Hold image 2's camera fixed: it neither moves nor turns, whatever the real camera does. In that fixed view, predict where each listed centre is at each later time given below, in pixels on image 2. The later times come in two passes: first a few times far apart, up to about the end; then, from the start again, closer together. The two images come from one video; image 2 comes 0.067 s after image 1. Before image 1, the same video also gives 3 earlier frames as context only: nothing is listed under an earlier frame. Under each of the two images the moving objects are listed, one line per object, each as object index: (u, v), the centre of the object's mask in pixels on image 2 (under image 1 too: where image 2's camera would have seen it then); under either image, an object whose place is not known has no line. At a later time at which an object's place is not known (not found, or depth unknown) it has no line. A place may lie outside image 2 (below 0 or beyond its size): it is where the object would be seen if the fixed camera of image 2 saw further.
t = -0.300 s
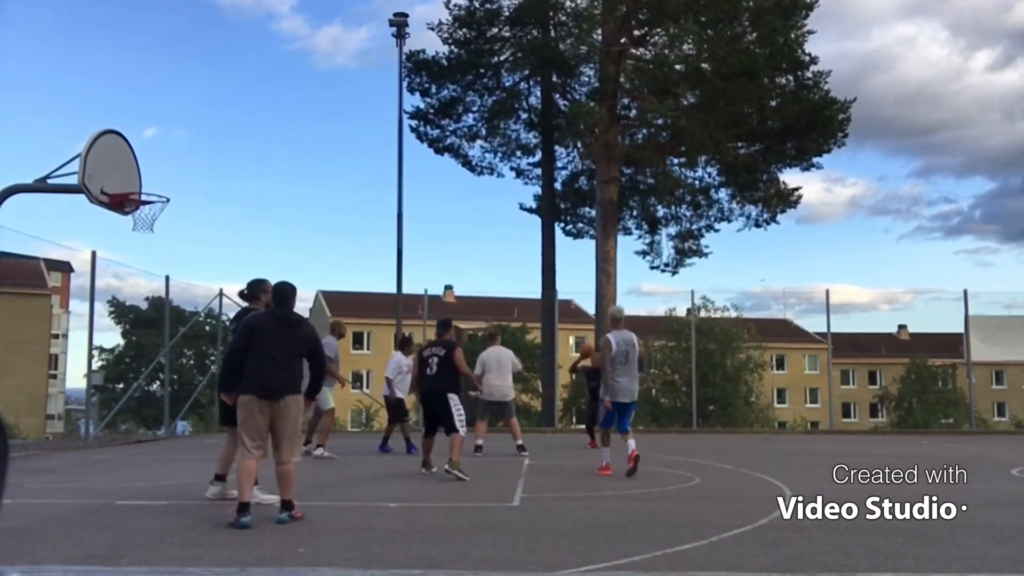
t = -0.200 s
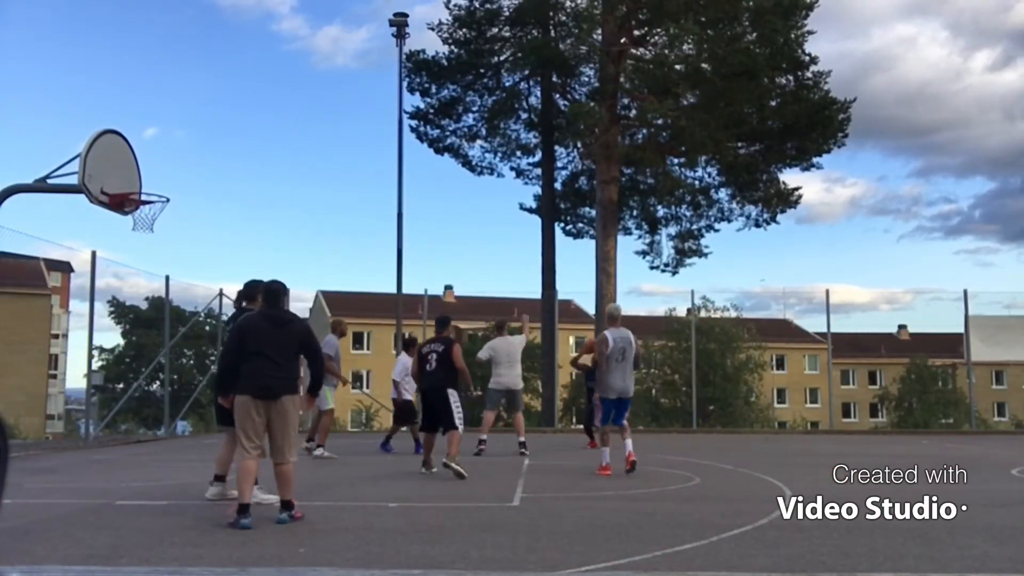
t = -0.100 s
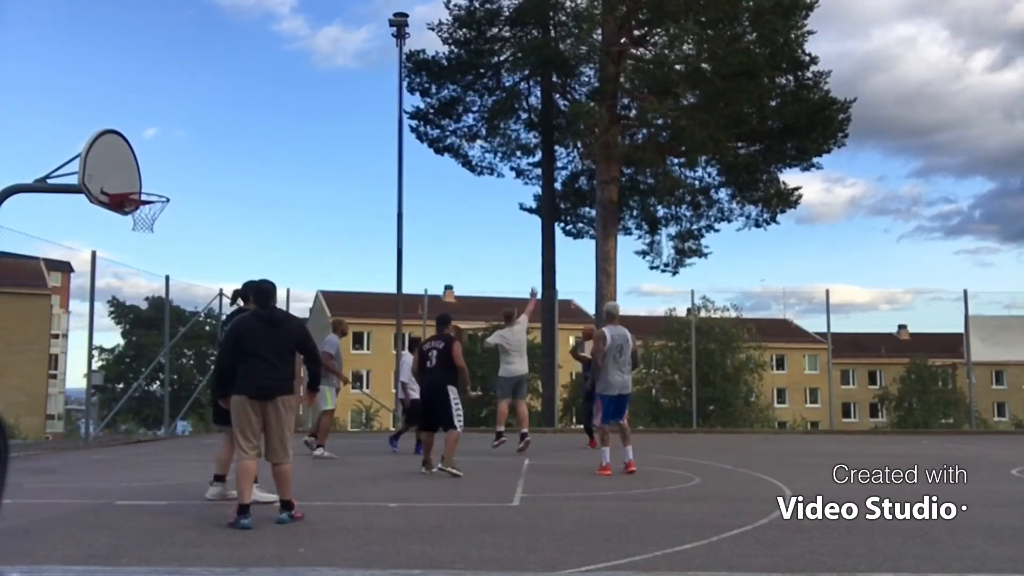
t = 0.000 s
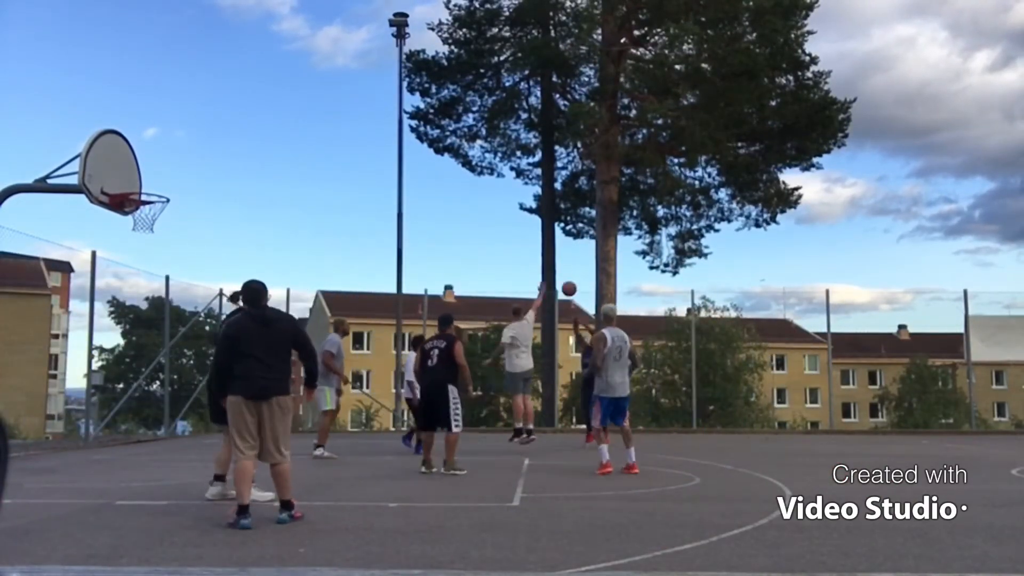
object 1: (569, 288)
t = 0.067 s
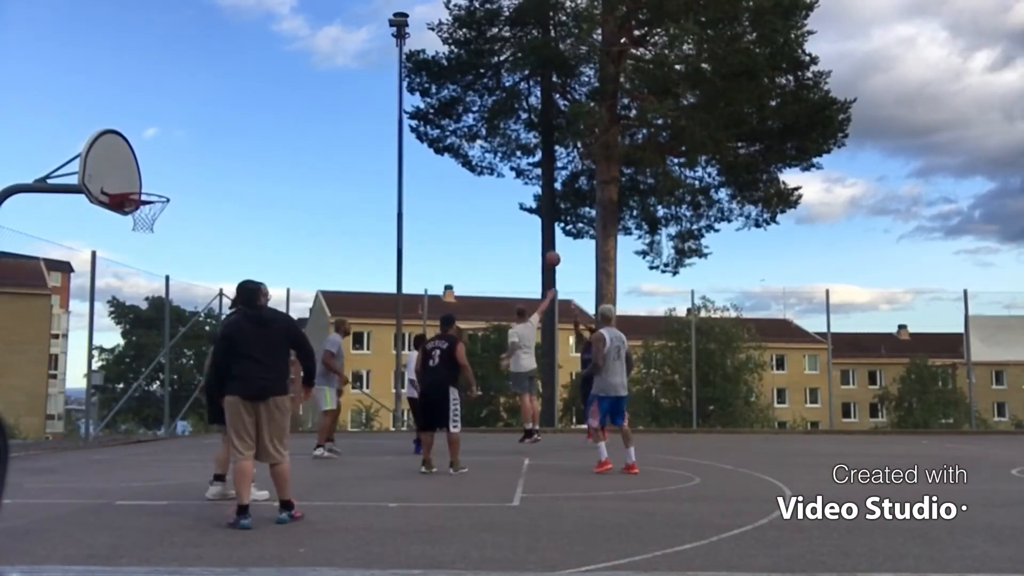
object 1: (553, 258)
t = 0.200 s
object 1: (518, 207)
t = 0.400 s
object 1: (464, 145)
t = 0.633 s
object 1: (394, 103)
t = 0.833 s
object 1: (327, 94)
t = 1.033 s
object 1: (253, 114)
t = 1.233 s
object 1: (168, 171)
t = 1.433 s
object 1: (129, 245)
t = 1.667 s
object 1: (128, 352)
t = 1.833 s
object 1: (122, 462)
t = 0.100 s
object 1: (545, 245)
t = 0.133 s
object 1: (536, 232)
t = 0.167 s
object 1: (527, 219)
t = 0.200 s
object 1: (518, 207)
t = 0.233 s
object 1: (510, 195)
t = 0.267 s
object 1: (501, 184)
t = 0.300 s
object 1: (492, 174)
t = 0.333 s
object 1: (483, 164)
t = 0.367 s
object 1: (473, 154)
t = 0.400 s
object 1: (464, 145)
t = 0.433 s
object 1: (454, 138)
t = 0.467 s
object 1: (445, 129)
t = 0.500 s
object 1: (435, 123)
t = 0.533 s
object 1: (425, 116)
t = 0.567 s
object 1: (415, 112)
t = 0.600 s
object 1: (405, 107)
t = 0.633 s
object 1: (394, 103)
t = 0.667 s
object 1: (383, 100)
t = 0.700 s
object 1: (373, 97)
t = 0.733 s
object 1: (362, 95)
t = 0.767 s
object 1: (351, 94)
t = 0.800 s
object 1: (339, 93)
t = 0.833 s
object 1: (327, 94)
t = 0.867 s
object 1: (315, 95)
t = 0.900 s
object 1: (303, 97)
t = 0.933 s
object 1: (291, 100)
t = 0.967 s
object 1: (279, 104)
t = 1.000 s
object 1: (266, 109)
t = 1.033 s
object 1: (253, 114)
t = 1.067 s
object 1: (239, 121)
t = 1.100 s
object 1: (226, 129)
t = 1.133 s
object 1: (212, 138)
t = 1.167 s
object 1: (198, 148)
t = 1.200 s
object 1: (183, 158)
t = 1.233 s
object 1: (168, 171)
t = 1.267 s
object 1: (152, 184)
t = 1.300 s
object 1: (137, 198)
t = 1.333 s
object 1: (130, 211)
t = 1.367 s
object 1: (129, 223)
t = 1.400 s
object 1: (129, 233)
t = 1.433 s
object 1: (129, 245)
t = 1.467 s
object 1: (129, 257)
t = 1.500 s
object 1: (129, 271)
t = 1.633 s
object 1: (128, 334)
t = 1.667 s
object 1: (128, 352)
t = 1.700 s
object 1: (128, 371)
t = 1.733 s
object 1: (126, 392)
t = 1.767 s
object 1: (126, 414)
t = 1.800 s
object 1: (125, 437)
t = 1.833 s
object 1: (122, 462)
